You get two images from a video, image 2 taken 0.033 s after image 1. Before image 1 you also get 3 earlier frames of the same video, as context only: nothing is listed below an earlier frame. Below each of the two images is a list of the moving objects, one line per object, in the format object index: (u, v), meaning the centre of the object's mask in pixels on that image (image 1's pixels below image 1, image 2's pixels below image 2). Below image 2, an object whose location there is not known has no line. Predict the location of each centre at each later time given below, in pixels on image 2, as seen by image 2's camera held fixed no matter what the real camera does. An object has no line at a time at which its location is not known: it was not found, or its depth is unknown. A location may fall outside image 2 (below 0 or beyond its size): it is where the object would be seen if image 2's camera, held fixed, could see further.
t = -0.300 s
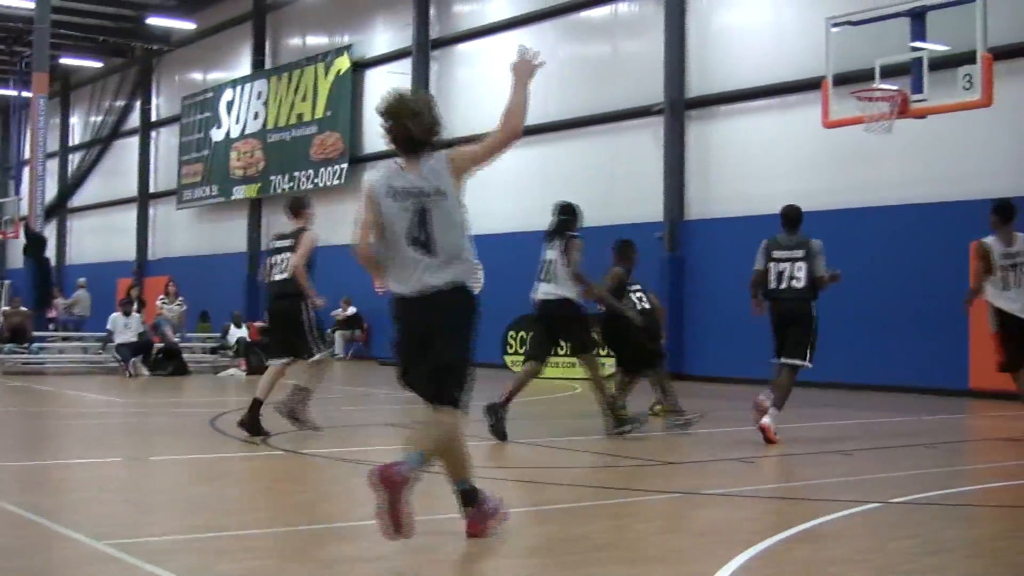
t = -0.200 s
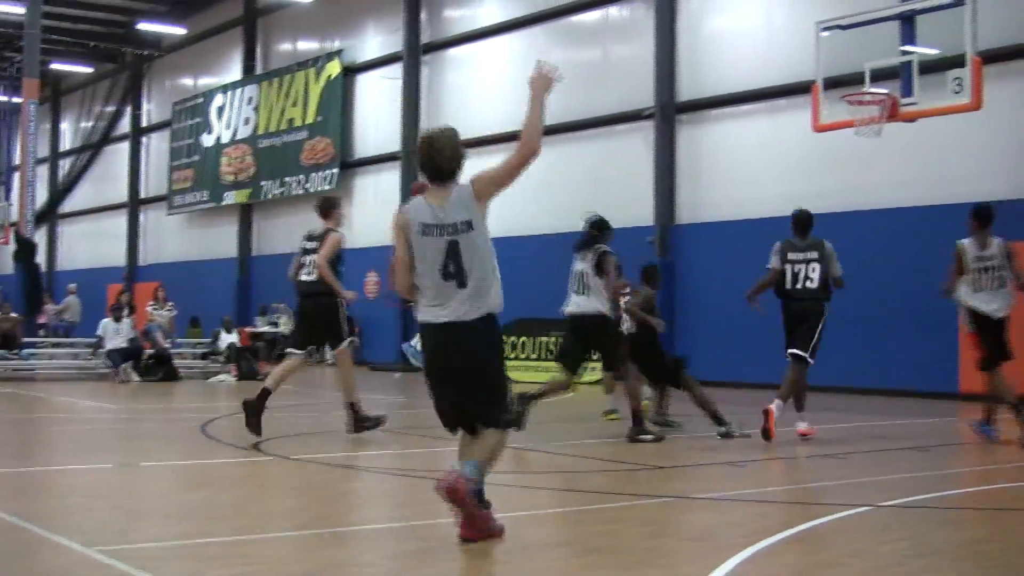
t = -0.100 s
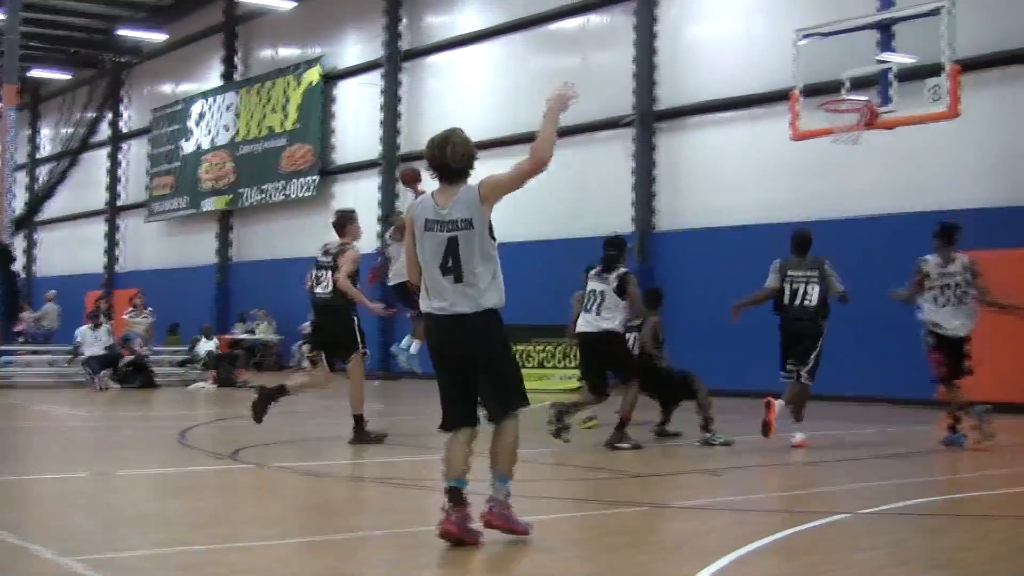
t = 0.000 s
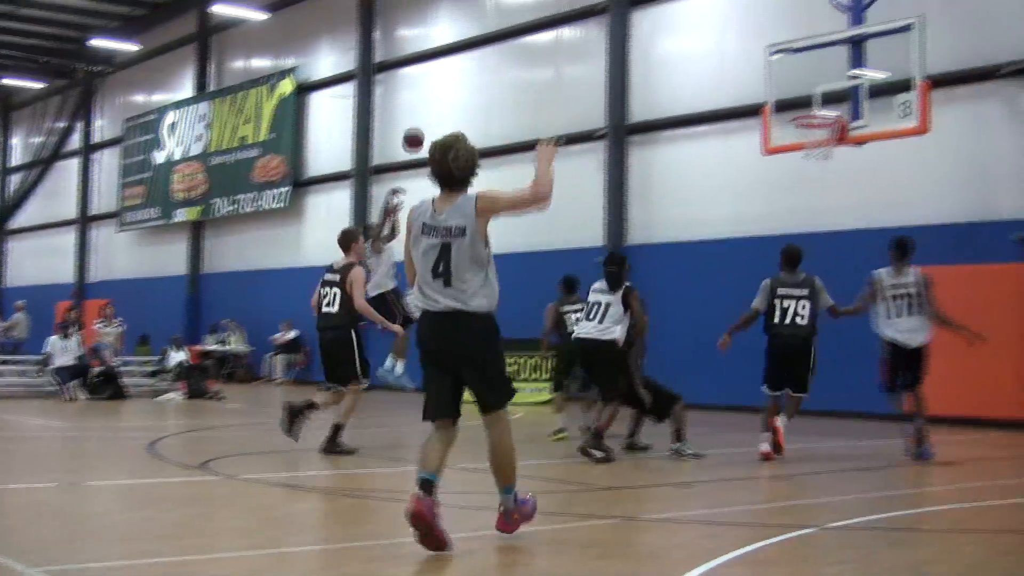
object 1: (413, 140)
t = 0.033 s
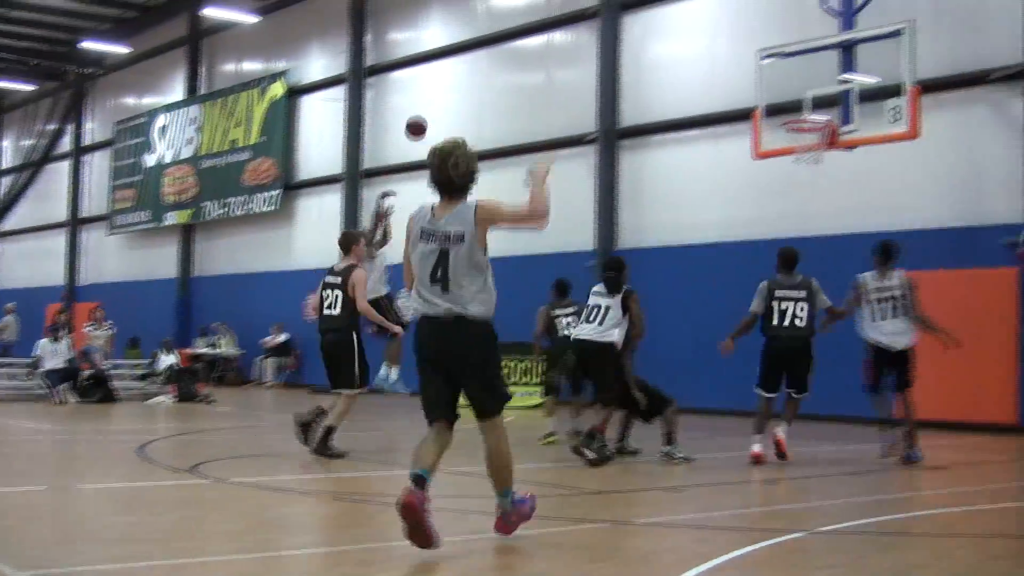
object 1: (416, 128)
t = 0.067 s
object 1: (428, 114)
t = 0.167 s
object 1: (461, 75)
